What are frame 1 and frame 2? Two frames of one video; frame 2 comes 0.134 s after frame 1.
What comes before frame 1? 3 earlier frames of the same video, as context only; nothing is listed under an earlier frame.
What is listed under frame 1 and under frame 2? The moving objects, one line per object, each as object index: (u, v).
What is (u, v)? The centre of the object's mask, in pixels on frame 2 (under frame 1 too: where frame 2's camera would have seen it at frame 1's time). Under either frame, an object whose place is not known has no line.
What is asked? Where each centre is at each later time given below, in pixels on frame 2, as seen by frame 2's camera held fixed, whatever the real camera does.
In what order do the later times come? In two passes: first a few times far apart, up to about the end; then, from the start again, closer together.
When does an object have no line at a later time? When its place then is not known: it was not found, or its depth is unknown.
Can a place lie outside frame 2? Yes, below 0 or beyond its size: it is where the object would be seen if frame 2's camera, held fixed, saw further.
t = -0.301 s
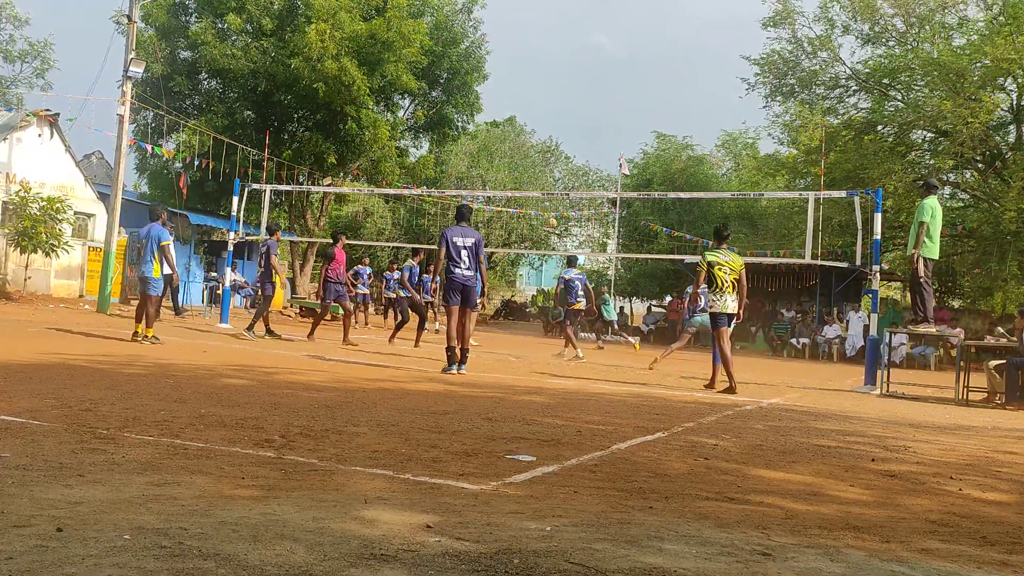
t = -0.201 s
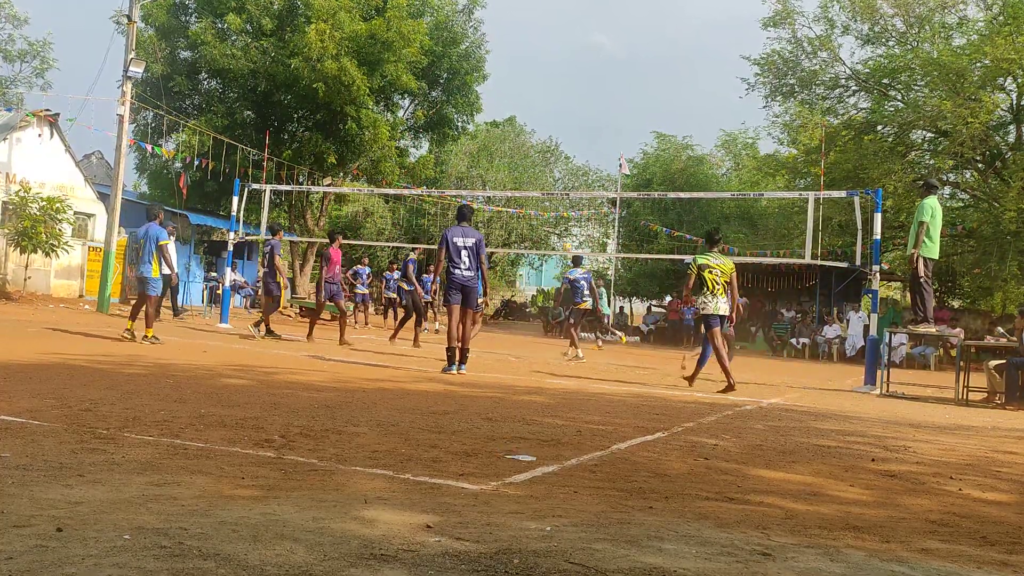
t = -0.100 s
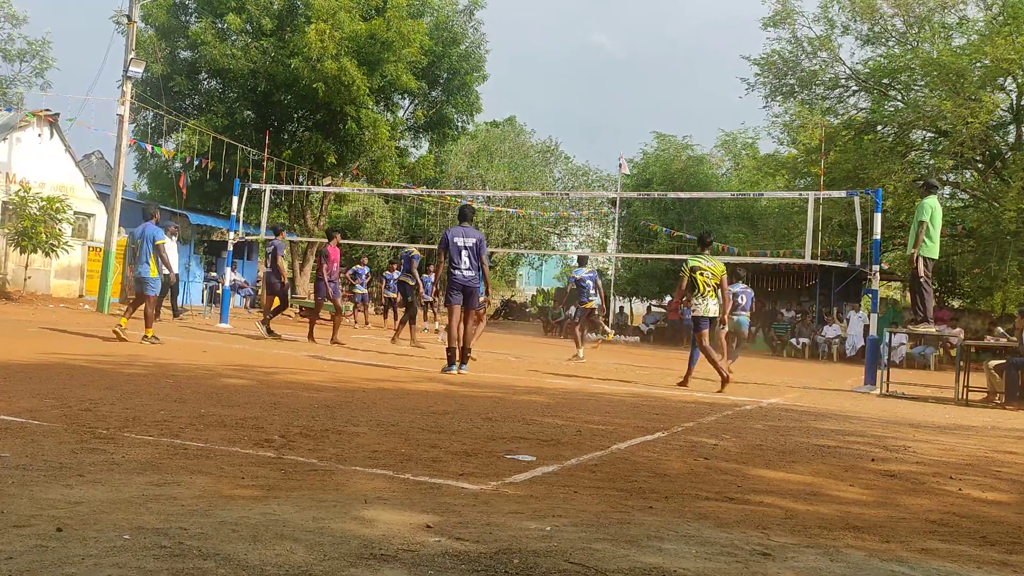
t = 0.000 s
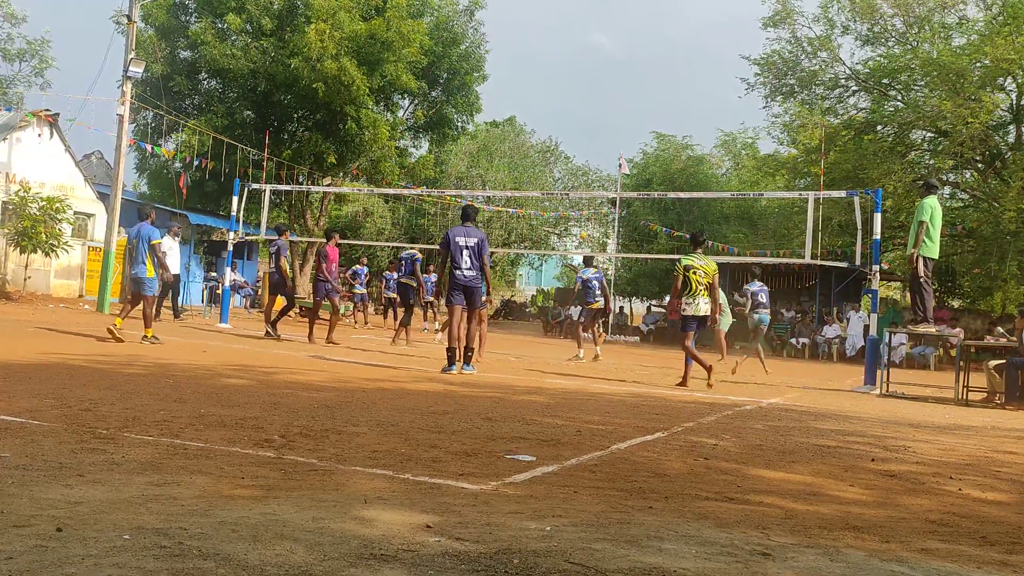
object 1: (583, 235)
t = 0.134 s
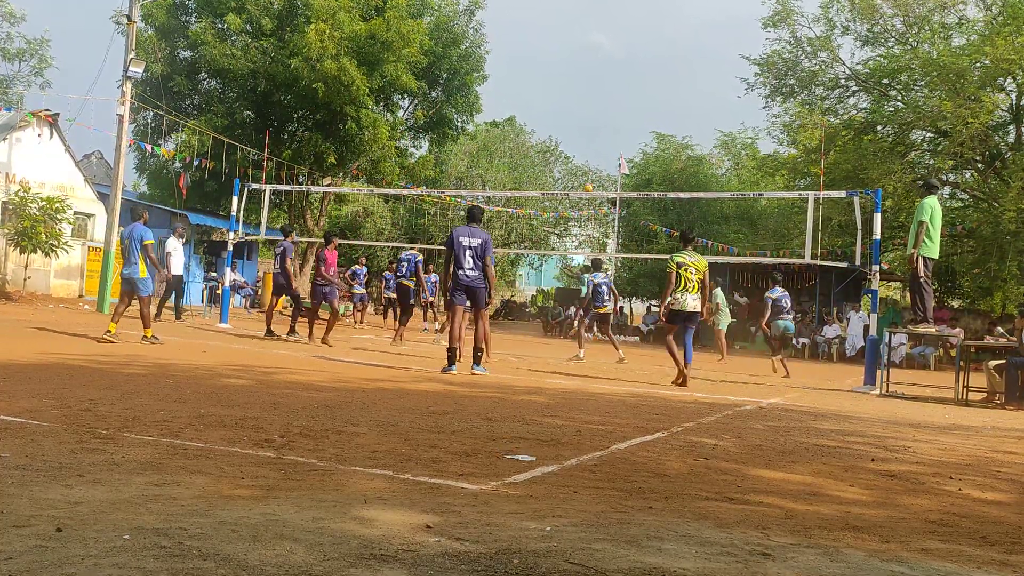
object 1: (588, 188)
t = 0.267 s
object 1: (592, 148)
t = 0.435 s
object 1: (597, 108)
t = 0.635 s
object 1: (604, 76)
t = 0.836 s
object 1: (609, 60)
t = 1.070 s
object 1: (614, 63)
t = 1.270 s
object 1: (618, 86)
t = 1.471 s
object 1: (620, 128)
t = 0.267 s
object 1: (592, 148)
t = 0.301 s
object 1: (593, 140)
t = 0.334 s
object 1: (594, 131)
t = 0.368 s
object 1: (595, 123)
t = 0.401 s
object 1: (596, 115)
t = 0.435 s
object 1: (597, 108)
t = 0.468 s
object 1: (598, 102)
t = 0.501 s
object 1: (600, 96)
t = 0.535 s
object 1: (601, 90)
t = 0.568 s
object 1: (601, 84)
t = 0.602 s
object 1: (603, 80)
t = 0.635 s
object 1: (604, 76)
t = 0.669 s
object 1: (605, 71)
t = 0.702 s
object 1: (606, 68)
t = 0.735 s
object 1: (607, 66)
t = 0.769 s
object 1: (607, 63)
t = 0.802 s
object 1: (608, 61)
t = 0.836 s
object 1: (609, 60)
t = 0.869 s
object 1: (610, 59)
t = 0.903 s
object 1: (611, 58)
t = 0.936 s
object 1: (612, 58)
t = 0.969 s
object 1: (612, 58)
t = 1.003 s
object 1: (613, 60)
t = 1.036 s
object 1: (614, 61)
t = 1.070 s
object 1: (614, 63)
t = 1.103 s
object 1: (615, 66)
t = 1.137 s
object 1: (616, 69)
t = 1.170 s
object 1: (616, 72)
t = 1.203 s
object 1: (617, 76)
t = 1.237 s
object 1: (618, 81)
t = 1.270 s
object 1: (618, 86)
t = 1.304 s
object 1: (618, 92)
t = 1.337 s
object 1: (619, 98)
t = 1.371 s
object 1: (619, 105)
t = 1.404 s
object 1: (619, 112)
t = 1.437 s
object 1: (620, 120)
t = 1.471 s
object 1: (620, 128)
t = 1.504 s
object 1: (621, 137)
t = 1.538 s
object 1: (621, 147)
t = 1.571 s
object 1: (621, 157)
